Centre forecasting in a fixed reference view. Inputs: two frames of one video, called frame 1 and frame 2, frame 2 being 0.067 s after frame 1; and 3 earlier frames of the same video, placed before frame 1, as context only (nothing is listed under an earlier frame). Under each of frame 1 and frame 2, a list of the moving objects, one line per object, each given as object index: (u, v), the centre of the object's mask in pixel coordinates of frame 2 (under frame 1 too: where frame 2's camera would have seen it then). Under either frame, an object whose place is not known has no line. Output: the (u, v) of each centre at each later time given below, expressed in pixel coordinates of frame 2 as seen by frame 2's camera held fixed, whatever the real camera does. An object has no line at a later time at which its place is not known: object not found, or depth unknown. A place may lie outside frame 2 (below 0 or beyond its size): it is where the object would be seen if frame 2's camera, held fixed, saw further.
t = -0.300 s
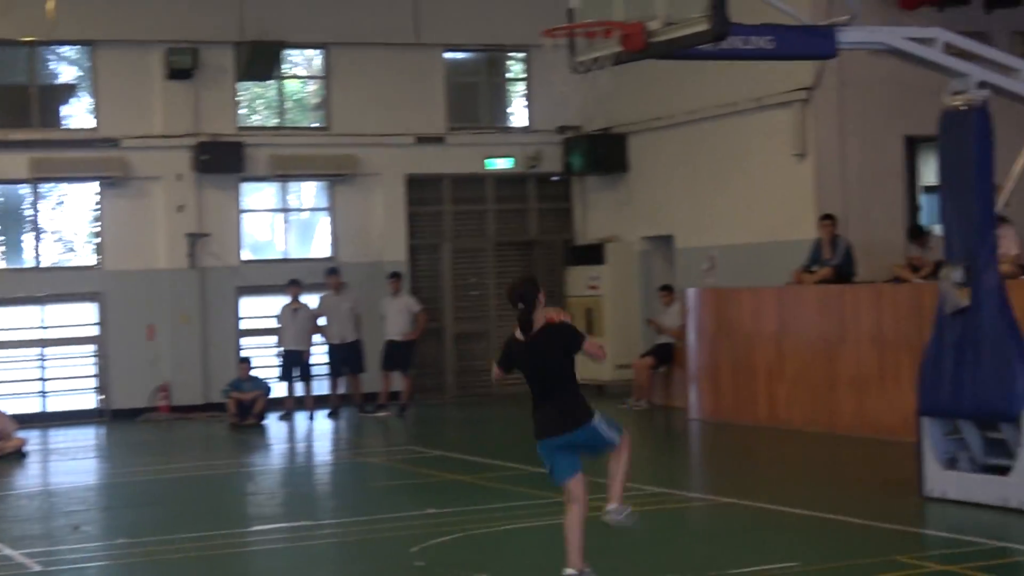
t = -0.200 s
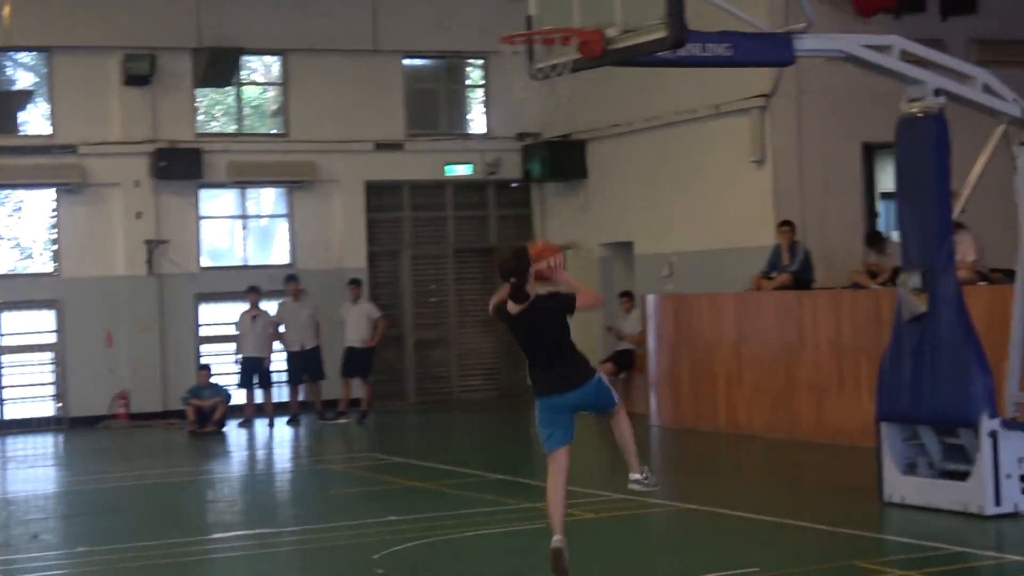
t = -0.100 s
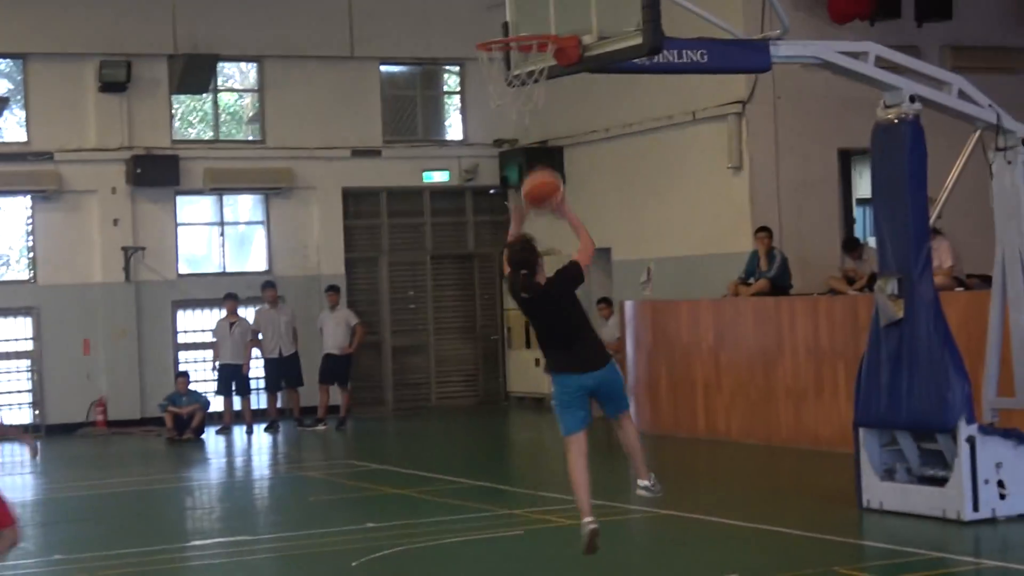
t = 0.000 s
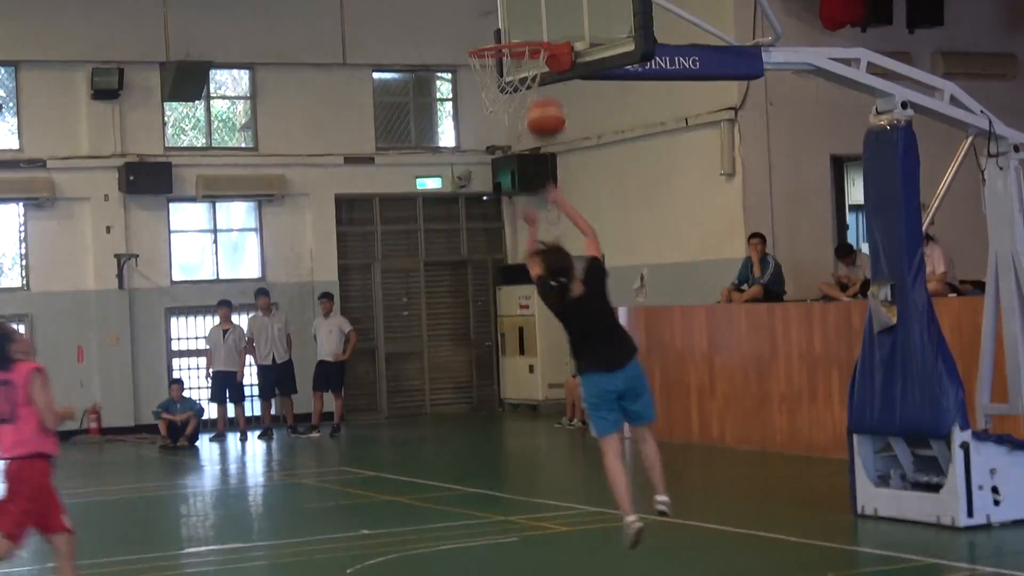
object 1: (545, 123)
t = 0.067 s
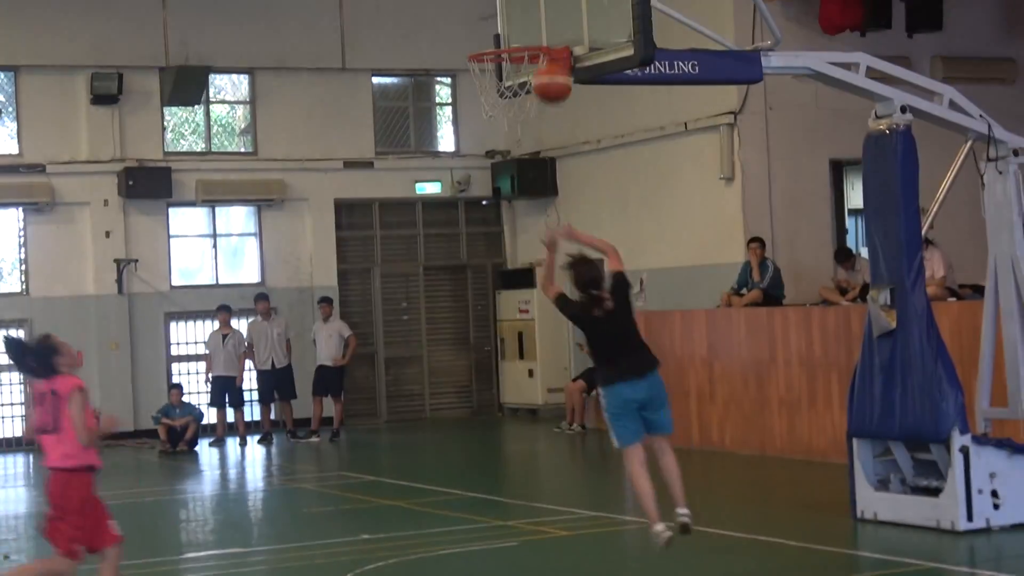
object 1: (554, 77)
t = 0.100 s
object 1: (556, 66)
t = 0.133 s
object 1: (560, 53)
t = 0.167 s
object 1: (562, 39)
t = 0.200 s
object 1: (565, 27)
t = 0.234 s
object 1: (569, 18)
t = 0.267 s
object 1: (560, 13)
